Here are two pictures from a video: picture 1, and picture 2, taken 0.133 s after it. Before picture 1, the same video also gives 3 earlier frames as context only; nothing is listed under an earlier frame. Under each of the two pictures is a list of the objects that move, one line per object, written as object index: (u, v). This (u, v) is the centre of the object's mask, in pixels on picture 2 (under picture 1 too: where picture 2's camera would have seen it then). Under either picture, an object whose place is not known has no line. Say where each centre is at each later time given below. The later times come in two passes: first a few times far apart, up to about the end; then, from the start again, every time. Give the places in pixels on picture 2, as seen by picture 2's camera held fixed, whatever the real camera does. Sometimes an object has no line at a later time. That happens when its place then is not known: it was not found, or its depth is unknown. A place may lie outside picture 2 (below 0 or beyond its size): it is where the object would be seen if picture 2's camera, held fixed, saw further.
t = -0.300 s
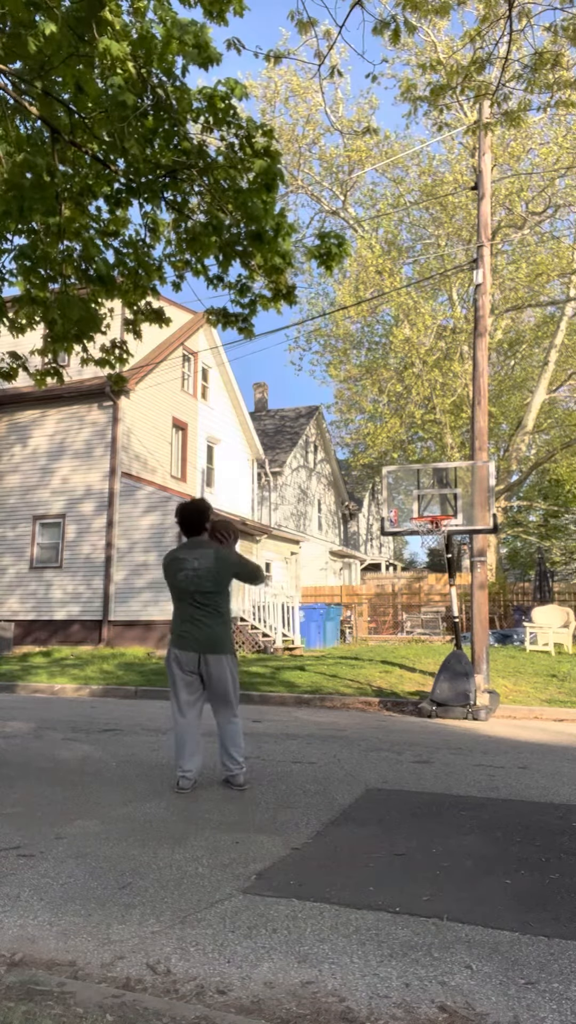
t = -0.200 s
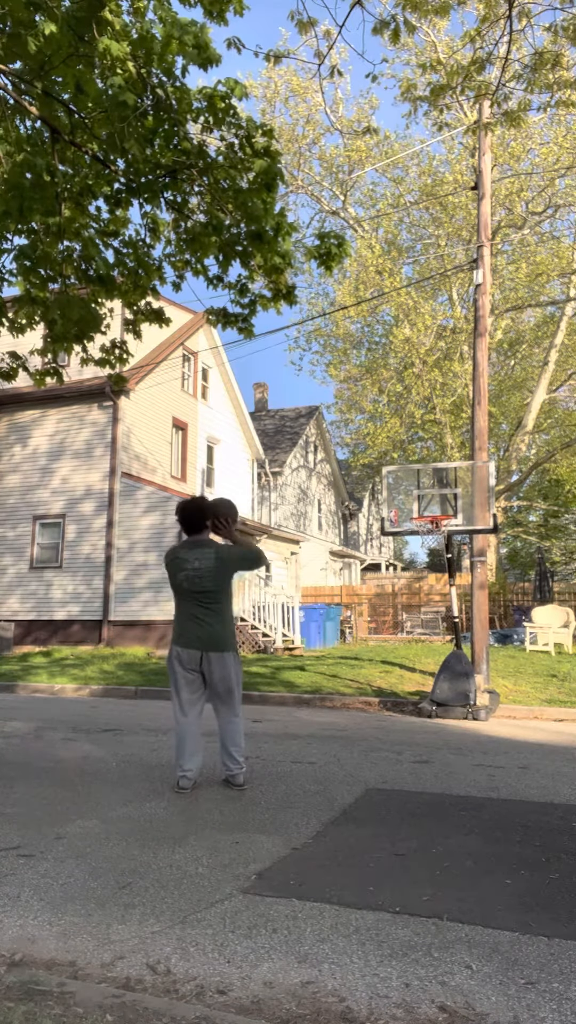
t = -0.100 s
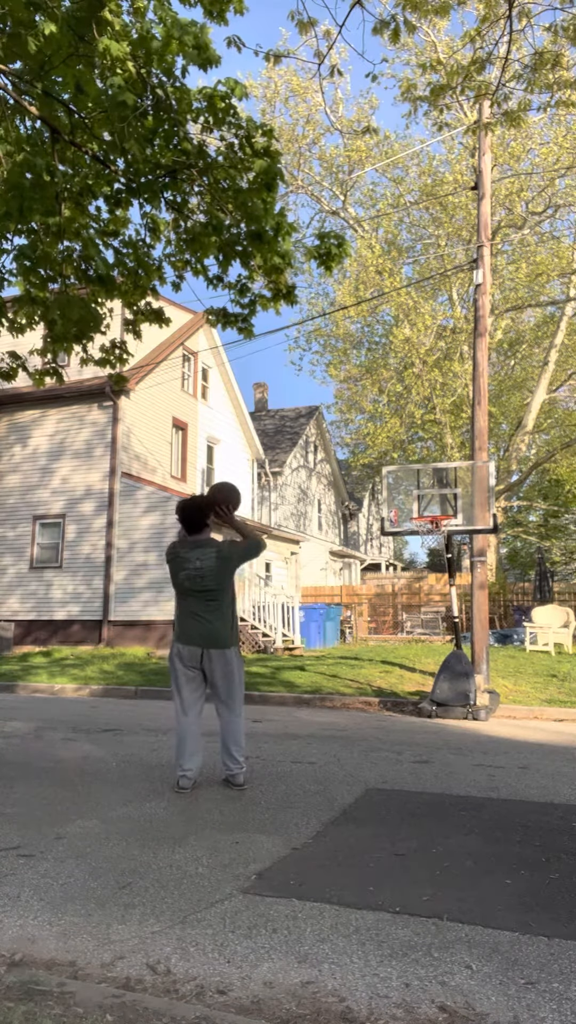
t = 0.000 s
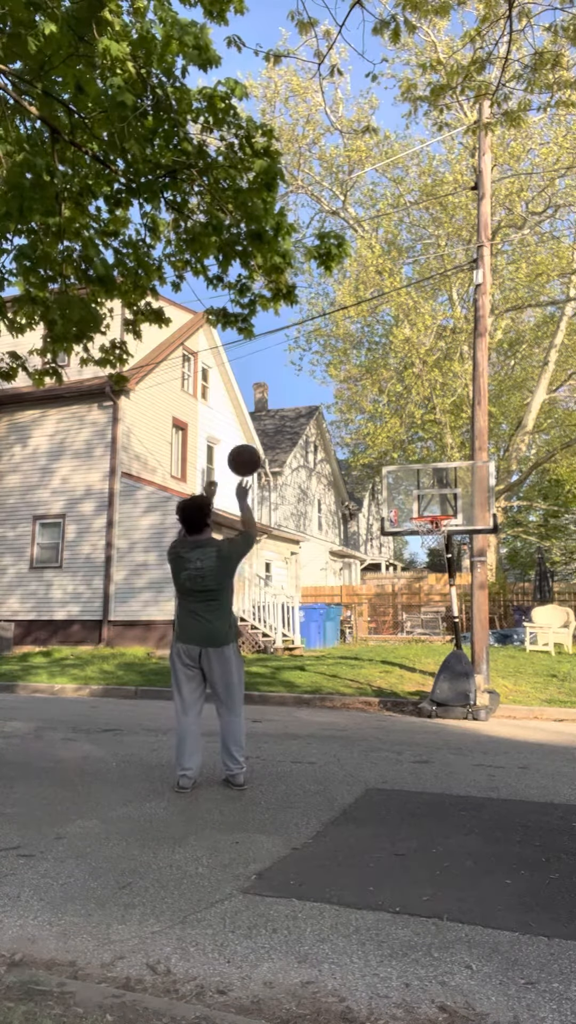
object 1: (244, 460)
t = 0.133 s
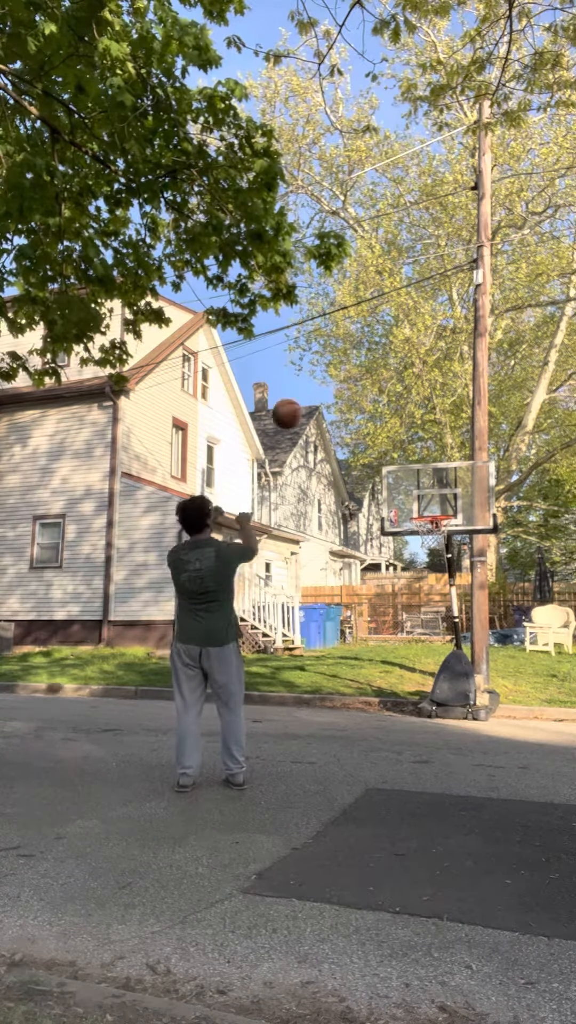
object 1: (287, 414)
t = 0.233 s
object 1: (314, 398)
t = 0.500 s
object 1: (372, 410)
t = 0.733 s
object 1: (411, 470)
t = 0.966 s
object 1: (438, 536)
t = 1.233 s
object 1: (445, 589)
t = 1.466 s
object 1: (454, 690)
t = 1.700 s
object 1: (451, 640)
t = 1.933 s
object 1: (447, 583)
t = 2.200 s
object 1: (442, 583)
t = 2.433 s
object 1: (440, 645)
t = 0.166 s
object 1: (296, 407)
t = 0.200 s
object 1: (305, 402)
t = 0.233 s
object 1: (314, 398)
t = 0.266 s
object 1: (322, 396)
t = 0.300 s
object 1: (330, 394)
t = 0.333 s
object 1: (338, 394)
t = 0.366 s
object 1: (345, 396)
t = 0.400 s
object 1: (353, 398)
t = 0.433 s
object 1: (359, 401)
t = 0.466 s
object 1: (365, 405)
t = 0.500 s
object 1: (372, 410)
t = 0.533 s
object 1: (378, 417)
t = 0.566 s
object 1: (383, 424)
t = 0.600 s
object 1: (389, 432)
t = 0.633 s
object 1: (395, 440)
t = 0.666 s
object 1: (400, 450)
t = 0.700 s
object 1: (406, 459)
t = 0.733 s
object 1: (411, 470)
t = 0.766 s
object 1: (416, 482)
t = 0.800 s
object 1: (421, 494)
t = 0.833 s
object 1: (426, 506)
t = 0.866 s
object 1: (431, 521)
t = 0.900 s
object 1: (434, 531)
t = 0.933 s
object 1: (437, 533)
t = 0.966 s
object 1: (438, 536)
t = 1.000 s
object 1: (439, 538)
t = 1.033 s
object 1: (440, 545)
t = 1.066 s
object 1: (441, 548)
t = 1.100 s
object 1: (442, 554)
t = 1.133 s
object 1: (441, 562)
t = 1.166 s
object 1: (443, 570)
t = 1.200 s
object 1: (444, 578)
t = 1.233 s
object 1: (445, 589)
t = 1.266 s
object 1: (446, 600)
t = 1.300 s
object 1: (447, 612)
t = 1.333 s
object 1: (448, 624)
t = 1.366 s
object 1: (451, 640)
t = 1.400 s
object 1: (452, 655)
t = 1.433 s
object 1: (452, 671)
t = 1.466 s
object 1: (454, 690)
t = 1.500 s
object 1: (456, 709)
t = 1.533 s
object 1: (456, 709)
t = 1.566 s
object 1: (456, 695)
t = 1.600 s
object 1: (454, 680)
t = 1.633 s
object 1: (453, 663)
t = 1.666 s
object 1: (452, 651)
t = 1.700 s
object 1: (451, 640)
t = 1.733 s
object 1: (451, 627)
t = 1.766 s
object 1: (450, 619)
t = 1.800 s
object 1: (450, 610)
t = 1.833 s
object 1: (449, 601)
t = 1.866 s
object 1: (448, 594)
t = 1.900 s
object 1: (448, 588)
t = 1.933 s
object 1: (447, 583)
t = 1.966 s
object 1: (446, 579)
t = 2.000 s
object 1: (446, 577)
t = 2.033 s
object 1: (446, 576)
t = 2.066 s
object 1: (445, 575)
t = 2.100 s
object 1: (445, 575)
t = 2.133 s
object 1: (444, 577)
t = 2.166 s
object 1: (443, 579)
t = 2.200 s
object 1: (442, 583)
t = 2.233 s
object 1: (442, 588)
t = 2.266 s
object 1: (442, 594)
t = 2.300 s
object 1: (441, 602)
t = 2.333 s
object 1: (441, 610)
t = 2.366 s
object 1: (441, 621)
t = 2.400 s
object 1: (441, 633)
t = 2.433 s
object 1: (440, 645)
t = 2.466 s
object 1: (439, 659)
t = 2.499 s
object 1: (439, 676)
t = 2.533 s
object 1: (439, 693)
